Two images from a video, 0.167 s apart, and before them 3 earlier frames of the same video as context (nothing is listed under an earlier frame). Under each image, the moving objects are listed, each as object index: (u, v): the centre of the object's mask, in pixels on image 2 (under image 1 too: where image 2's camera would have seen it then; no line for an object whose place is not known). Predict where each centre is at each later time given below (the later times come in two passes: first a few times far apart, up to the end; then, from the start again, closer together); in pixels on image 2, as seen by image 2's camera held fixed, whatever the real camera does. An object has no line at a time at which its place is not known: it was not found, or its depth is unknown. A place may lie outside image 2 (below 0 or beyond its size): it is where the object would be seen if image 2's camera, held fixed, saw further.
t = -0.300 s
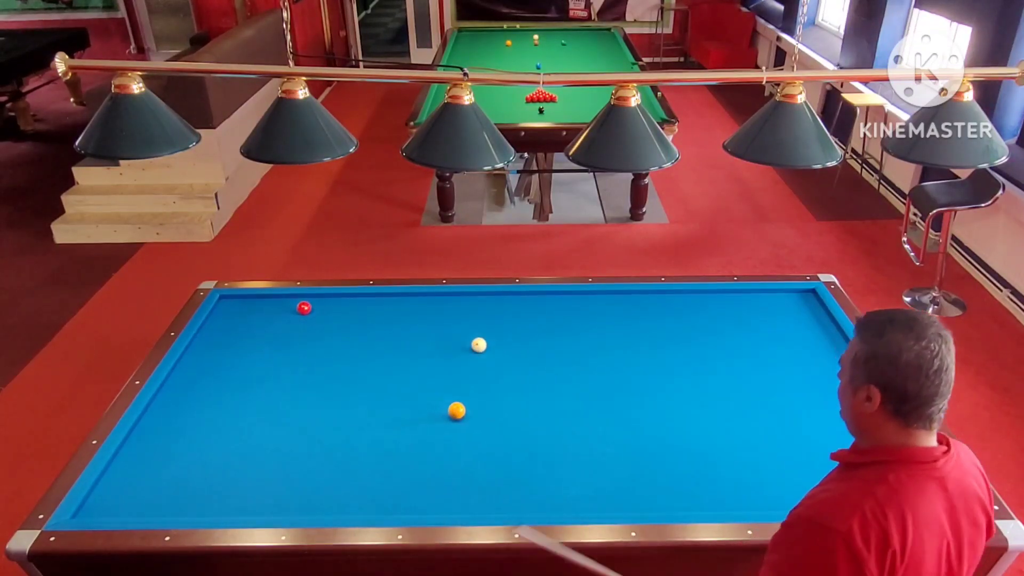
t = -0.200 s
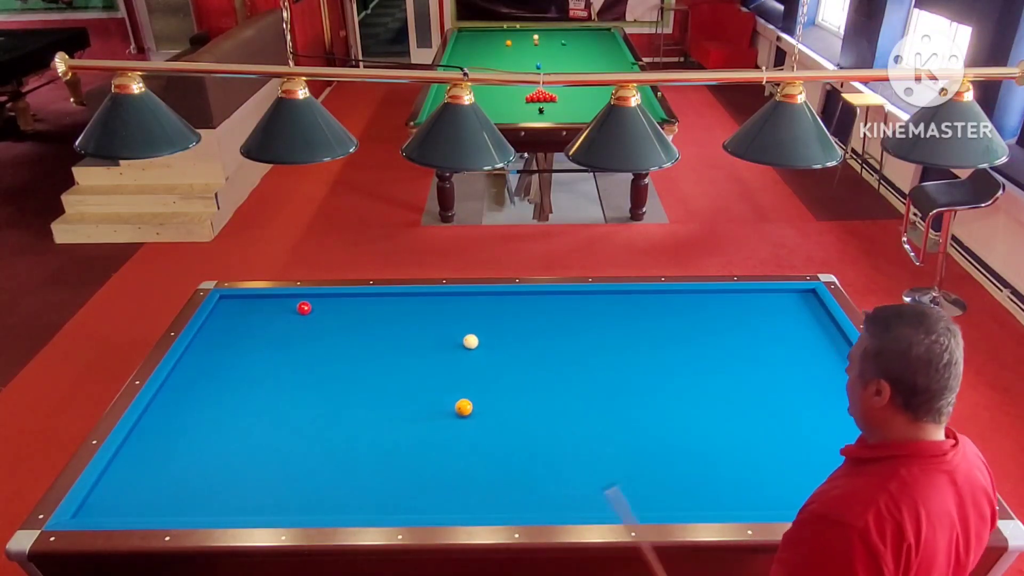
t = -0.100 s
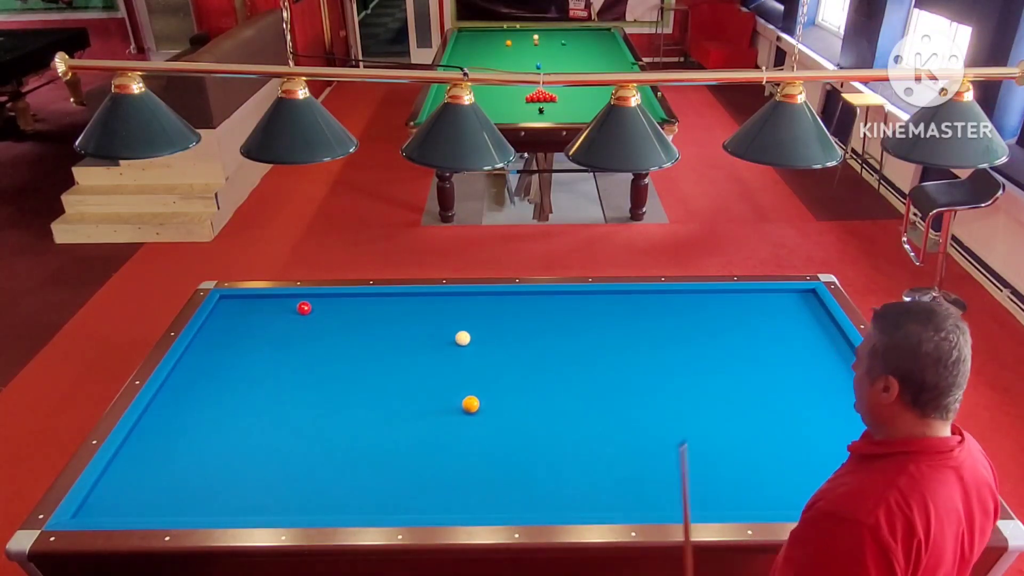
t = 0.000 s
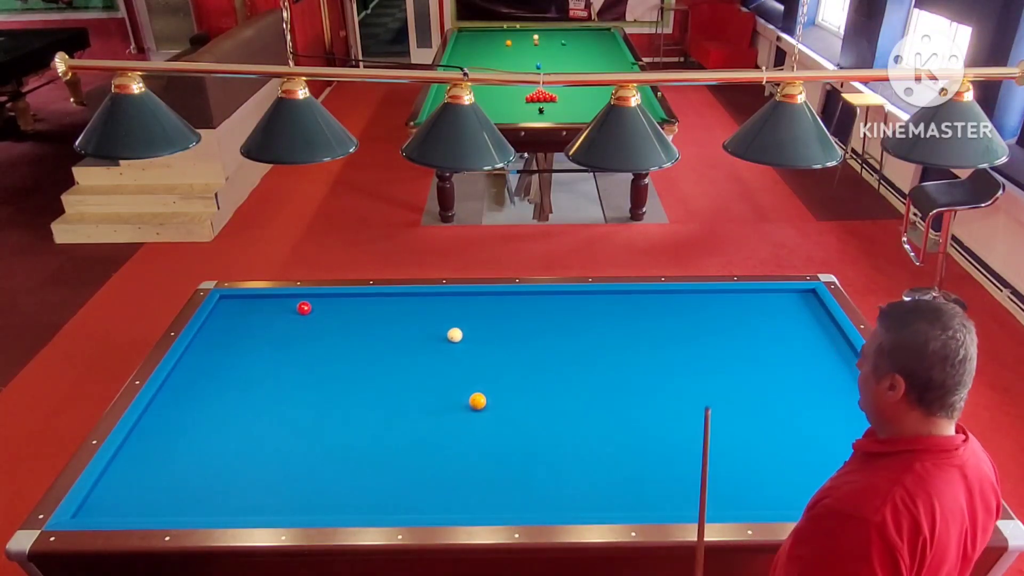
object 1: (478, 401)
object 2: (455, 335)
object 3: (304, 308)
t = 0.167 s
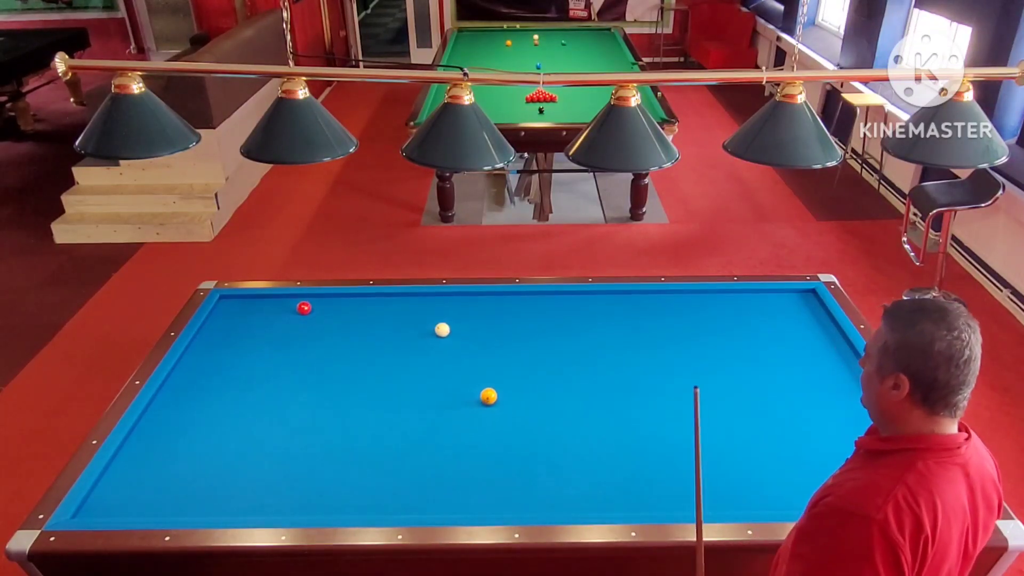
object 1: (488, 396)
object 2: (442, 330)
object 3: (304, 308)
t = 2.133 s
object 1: (590, 352)
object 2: (327, 306)
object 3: (304, 308)
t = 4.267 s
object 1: (651, 325)
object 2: (295, 326)
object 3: (276, 306)
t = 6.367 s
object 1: (675, 315)
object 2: (290, 330)
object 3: (272, 305)
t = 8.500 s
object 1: (676, 315)
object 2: (290, 330)
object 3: (272, 305)
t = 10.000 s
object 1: (676, 315)
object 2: (290, 330)
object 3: (272, 305)
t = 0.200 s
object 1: (491, 396)
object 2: (440, 329)
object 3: (304, 308)
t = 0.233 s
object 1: (493, 395)
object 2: (437, 328)
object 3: (304, 308)
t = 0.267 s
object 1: (495, 394)
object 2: (435, 327)
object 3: (304, 308)
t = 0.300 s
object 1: (497, 393)
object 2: (432, 326)
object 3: (304, 308)
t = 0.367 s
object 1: (501, 391)
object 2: (428, 324)
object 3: (304, 308)
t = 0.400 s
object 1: (503, 390)
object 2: (425, 323)
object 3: (304, 308)
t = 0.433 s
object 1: (505, 389)
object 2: (423, 322)
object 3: (304, 308)
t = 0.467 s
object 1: (507, 388)
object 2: (421, 321)
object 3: (304, 308)
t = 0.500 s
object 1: (509, 387)
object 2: (418, 320)
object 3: (304, 308)
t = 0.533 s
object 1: (511, 386)
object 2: (416, 319)
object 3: (304, 308)
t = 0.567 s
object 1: (513, 385)
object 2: (414, 318)
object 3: (304, 308)
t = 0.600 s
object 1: (515, 385)
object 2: (412, 317)
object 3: (304, 308)
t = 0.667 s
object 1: (519, 383)
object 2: (407, 315)
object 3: (304, 308)
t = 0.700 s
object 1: (521, 382)
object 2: (405, 315)
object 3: (304, 308)
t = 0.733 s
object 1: (523, 381)
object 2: (403, 314)
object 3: (304, 308)
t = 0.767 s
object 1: (525, 380)
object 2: (401, 313)
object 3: (304, 308)
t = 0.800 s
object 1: (526, 379)
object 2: (399, 312)
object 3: (304, 308)
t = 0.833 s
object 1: (528, 379)
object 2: (396, 311)
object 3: (304, 308)
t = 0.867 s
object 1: (530, 378)
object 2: (394, 310)
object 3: (304, 308)
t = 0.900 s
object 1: (532, 377)
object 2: (392, 309)
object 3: (304, 308)
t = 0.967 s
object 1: (536, 376)
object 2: (388, 308)
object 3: (304, 308)
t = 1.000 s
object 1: (538, 375)
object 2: (386, 307)
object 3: (304, 308)
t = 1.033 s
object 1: (539, 374)
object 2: (384, 306)
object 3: (304, 308)
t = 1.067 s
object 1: (541, 373)
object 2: (382, 305)
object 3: (304, 308)
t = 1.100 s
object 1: (543, 372)
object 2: (380, 304)
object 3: (304, 308)
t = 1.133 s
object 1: (544, 372)
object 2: (378, 304)
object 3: (304, 308)
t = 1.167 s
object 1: (546, 371)
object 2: (376, 303)
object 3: (304, 308)
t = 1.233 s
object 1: (550, 369)
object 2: (372, 301)
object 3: (304, 308)
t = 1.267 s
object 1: (551, 368)
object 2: (370, 300)
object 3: (304, 308)
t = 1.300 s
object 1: (553, 368)
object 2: (368, 300)
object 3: (304, 308)
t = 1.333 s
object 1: (555, 367)
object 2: (367, 299)
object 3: (304, 308)
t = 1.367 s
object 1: (556, 366)
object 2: (365, 298)
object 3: (304, 308)
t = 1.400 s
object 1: (558, 366)
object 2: (363, 297)
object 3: (304, 308)
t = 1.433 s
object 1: (559, 365)
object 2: (361, 297)
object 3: (304, 308)
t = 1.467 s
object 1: (561, 364)
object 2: (359, 297)
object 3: (304, 308)
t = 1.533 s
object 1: (564, 363)
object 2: (356, 298)
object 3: (304, 308)
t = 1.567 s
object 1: (565, 362)
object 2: (354, 299)
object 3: (304, 308)
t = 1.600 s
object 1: (567, 362)
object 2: (353, 299)
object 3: (304, 308)
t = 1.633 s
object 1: (569, 361)
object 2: (351, 299)
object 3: (304, 308)
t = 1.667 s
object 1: (570, 360)
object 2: (349, 300)
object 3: (304, 308)
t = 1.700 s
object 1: (571, 360)
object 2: (347, 300)
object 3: (304, 308)
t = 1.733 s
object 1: (573, 359)
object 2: (346, 301)
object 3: (304, 308)
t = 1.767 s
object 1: (574, 358)
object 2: (344, 301)
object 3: (304, 308)
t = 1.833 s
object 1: (577, 357)
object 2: (341, 302)
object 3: (304, 308)
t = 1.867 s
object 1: (579, 357)
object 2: (339, 302)
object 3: (304, 308)
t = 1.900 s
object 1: (580, 356)
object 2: (338, 303)
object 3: (304, 308)
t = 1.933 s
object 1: (582, 355)
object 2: (336, 303)
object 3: (304, 308)
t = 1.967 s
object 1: (583, 355)
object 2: (335, 304)
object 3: (304, 308)
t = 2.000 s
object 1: (584, 354)
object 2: (333, 304)
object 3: (304, 308)
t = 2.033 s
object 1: (586, 353)
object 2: (331, 305)
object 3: (304, 308)
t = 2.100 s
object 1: (588, 352)
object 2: (328, 306)
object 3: (304, 308)
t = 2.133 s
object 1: (590, 352)
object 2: (327, 306)
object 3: (304, 308)
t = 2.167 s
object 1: (591, 351)
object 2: (325, 306)
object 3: (304, 308)
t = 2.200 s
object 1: (592, 351)
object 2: (324, 307)
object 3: (304, 308)
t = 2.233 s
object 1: (594, 350)
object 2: (322, 307)
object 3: (304, 308)
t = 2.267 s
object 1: (595, 350)
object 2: (320, 307)
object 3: (304, 308)
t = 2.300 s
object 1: (596, 349)
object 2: (319, 308)
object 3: (304, 308)
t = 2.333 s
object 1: (597, 348)
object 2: (317, 308)
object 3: (303, 308)
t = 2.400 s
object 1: (600, 347)
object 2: (316, 309)
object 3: (302, 308)
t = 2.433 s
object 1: (601, 347)
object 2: (315, 310)
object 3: (301, 308)
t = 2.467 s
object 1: (602, 346)
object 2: (315, 310)
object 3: (301, 308)
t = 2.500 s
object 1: (604, 346)
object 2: (315, 310)
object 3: (300, 308)
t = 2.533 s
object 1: (605, 345)
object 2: (314, 311)
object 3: (299, 308)
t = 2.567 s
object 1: (606, 345)
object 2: (313, 311)
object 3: (299, 308)
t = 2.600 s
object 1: (607, 344)
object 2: (313, 312)
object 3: (298, 308)
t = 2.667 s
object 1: (609, 343)
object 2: (312, 312)
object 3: (297, 307)
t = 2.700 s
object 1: (610, 343)
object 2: (312, 313)
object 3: (296, 308)
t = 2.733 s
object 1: (611, 342)
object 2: (311, 313)
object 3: (296, 308)
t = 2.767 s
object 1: (613, 342)
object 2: (311, 313)
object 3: (295, 308)
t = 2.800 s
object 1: (614, 341)
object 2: (310, 314)
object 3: (294, 307)
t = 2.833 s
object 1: (615, 341)
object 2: (310, 314)
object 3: (294, 307)
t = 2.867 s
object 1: (616, 340)
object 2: (309, 315)
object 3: (293, 307)
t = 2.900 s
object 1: (617, 340)
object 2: (309, 315)
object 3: (293, 307)
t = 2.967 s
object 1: (619, 339)
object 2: (308, 316)
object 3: (291, 307)
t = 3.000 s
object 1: (620, 339)
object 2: (308, 316)
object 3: (291, 307)
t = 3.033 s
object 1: (621, 338)
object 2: (307, 316)
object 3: (290, 307)
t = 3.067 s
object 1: (622, 338)
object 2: (307, 317)
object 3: (290, 307)
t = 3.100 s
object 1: (623, 337)
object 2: (307, 317)
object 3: (289, 307)
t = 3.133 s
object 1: (624, 337)
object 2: (306, 317)
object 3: (289, 307)
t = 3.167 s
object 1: (625, 336)
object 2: (306, 318)
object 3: (288, 307)
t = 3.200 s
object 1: (626, 336)
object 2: (305, 318)
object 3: (288, 307)
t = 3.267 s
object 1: (628, 335)
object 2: (304, 319)
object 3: (287, 307)
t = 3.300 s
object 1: (629, 335)
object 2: (304, 319)
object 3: (286, 307)
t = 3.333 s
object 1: (630, 334)
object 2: (304, 319)
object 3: (286, 307)
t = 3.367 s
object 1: (630, 334)
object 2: (303, 320)
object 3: (285, 307)
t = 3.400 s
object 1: (631, 334)
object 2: (303, 320)
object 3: (285, 307)
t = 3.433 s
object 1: (632, 333)
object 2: (303, 320)
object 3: (284, 307)
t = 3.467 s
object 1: (633, 333)
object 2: (302, 321)
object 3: (284, 307)
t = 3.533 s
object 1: (635, 332)
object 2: (301, 321)
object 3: (283, 307)
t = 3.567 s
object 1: (635, 332)
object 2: (301, 321)
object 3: (283, 307)
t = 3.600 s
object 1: (636, 331)
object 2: (301, 322)
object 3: (282, 307)
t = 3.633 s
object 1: (637, 331)
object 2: (300, 322)
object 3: (282, 307)
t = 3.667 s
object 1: (638, 331)
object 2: (300, 322)
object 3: (281, 306)
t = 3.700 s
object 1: (639, 330)
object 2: (300, 322)
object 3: (281, 306)
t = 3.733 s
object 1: (640, 330)
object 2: (299, 323)
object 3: (281, 306)
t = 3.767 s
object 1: (640, 329)
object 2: (299, 323)
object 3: (280, 306)
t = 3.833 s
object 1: (642, 329)
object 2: (298, 324)
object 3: (280, 306)
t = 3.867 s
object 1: (643, 328)
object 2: (298, 324)
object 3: (279, 306)
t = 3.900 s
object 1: (643, 328)
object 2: (298, 324)
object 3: (279, 306)
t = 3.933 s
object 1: (644, 328)
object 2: (297, 324)
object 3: (279, 306)
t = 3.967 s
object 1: (644, 327)
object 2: (297, 324)
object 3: (278, 306)
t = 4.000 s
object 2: (297, 325)
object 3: (278, 306)
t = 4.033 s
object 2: (297, 325)
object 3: (278, 306)
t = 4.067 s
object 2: (296, 325)
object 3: (277, 306)
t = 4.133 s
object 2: (296, 325)
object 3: (277, 306)
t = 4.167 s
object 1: (650, 325)
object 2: (296, 326)
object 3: (276, 306)
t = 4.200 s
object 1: (650, 325)
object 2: (295, 326)
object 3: (276, 306)
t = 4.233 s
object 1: (651, 325)
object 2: (295, 326)
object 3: (276, 306)
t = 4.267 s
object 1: (651, 325)
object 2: (295, 326)
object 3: (276, 306)
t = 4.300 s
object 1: (652, 325)
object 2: (295, 326)
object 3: (275, 306)
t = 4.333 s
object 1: (652, 324)
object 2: (294, 327)
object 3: (275, 306)
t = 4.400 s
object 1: (653, 324)
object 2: (294, 327)
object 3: (275, 306)
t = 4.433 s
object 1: (654, 323)
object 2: (294, 327)
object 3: (274, 306)
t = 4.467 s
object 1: (655, 323)
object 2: (294, 327)
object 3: (274, 306)
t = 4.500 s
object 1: (655, 323)
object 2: (293, 327)
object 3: (274, 306)
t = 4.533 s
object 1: (656, 323)
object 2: (293, 328)
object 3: (274, 306)
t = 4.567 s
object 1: (657, 322)
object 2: (293, 328)
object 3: (274, 306)
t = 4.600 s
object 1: (657, 322)
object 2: (293, 328)
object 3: (273, 306)
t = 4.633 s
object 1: (658, 322)
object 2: (293, 328)
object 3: (273, 306)
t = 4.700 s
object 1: (659, 322)
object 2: (292, 328)
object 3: (273, 306)
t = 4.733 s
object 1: (659, 321)
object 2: (292, 328)
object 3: (273, 306)
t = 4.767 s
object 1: (660, 321)
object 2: (287, 329)
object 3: (273, 305)
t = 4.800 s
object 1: (660, 321)
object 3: (271, 305)
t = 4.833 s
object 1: (661, 321)
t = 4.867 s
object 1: (661, 321)
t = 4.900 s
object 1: (662, 320)
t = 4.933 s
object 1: (662, 320)
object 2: (293, 328)
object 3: (275, 303)
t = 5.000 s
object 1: (663, 320)
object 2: (291, 329)
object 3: (272, 305)
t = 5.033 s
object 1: (664, 319)
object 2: (291, 329)
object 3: (272, 305)
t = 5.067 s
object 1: (664, 319)
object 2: (291, 329)
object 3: (272, 305)
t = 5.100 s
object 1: (665, 319)
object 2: (291, 329)
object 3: (272, 305)
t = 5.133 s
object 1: (665, 319)
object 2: (291, 329)
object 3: (272, 305)
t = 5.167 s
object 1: (665, 319)
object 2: (290, 329)
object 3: (272, 305)
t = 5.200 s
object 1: (666, 319)
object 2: (290, 329)
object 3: (272, 305)
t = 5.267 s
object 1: (666, 318)
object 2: (290, 330)
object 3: (272, 305)
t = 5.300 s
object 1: (667, 318)
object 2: (290, 330)
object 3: (272, 305)
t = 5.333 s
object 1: (667, 318)
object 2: (290, 330)
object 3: (272, 305)
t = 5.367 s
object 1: (668, 318)
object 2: (290, 330)
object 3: (272, 305)
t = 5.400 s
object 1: (668, 318)
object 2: (290, 330)
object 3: (272, 305)
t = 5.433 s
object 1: (669, 317)
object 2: (290, 330)
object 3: (272, 305)
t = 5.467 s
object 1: (669, 317)
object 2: (290, 330)
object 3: (272, 305)
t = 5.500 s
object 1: (669, 317)
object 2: (290, 330)
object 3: (272, 305)
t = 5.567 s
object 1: (670, 317)
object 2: (290, 330)
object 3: (272, 305)
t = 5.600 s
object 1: (670, 317)
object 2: (290, 330)
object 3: (272, 305)
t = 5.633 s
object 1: (670, 317)
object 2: (289, 330)
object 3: (272, 305)
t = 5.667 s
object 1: (671, 317)
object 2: (289, 330)
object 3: (272, 305)
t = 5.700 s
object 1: (671, 317)
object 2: (289, 330)
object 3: (272, 305)
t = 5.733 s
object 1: (671, 317)
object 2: (290, 330)
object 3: (272, 305)
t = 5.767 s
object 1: (672, 316)
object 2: (290, 330)
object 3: (272, 305)
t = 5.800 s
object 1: (672, 316)
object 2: (290, 330)
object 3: (272, 305)
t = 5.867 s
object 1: (672, 316)
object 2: (290, 330)
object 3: (272, 305)
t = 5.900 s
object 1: (673, 316)
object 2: (290, 330)
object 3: (272, 305)
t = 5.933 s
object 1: (673, 316)
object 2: (290, 330)
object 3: (272, 305)
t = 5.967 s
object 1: (673, 316)
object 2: (290, 330)
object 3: (272, 305)
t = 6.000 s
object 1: (673, 316)
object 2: (290, 330)
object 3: (272, 305)
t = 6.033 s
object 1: (674, 316)
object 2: (290, 330)
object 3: (272, 305)
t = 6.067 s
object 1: (674, 316)
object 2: (290, 330)
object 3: (272, 305)
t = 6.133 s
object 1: (674, 316)
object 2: (290, 330)
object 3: (272, 305)
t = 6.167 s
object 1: (674, 315)
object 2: (290, 330)
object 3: (272, 305)
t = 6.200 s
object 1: (674, 315)
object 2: (290, 330)
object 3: (272, 305)
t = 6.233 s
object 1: (674, 315)
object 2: (290, 330)
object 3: (272, 305)
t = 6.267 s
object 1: (675, 315)
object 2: (290, 330)
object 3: (272, 305)
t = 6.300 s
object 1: (675, 315)
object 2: (290, 330)
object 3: (272, 305)
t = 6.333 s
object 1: (675, 315)
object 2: (290, 330)
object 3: (272, 305)
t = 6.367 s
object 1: (675, 315)
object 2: (290, 330)
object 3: (272, 305)
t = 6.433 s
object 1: (675, 315)
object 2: (290, 330)
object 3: (272, 305)
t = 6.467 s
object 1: (675, 315)
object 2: (290, 330)
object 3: (272, 305)
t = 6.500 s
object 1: (676, 315)
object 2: (290, 330)
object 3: (272, 305)
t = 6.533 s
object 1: (676, 315)
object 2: (290, 330)
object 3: (272, 305)
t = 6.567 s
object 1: (676, 315)
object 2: (290, 330)
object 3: (272, 305)
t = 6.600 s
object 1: (676, 315)
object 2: (290, 330)
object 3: (272, 305)
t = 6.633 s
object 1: (676, 315)
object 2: (290, 330)
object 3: (272, 305)
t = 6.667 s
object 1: (676, 315)
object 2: (290, 330)
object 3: (272, 305)
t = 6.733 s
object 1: (676, 315)
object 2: (290, 330)
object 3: (272, 305)
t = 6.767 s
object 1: (676, 315)
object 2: (290, 330)
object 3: (272, 305)
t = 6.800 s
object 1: (676, 315)
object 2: (290, 330)
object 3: (272, 305)
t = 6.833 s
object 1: (676, 315)
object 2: (290, 330)
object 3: (272, 305)
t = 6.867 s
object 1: (676, 315)
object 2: (290, 330)
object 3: (272, 305)
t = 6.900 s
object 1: (676, 315)
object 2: (290, 330)
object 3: (272, 305)
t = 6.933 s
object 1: (676, 315)
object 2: (290, 330)
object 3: (272, 305)
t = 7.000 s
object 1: (676, 315)
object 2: (290, 330)
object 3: (272, 305)
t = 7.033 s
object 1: (676, 315)
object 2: (290, 330)
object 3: (272, 305)
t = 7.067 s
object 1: (676, 315)
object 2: (290, 330)
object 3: (272, 305)
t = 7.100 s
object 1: (676, 315)
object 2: (290, 330)
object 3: (272, 305)
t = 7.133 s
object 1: (676, 315)
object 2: (290, 330)
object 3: (272, 305)
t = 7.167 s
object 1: (676, 315)
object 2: (290, 330)
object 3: (272, 305)
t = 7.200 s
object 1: (676, 315)
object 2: (290, 330)
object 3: (272, 305)
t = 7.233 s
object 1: (676, 315)
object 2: (290, 330)
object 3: (272, 305)
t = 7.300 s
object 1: (676, 315)
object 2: (290, 330)
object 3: (272, 305)
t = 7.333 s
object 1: (676, 315)
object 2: (290, 330)
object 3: (272, 305)
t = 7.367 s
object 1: (676, 315)
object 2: (290, 330)
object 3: (272, 305)
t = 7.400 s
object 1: (676, 315)
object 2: (290, 330)
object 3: (272, 305)
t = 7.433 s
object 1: (676, 315)
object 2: (290, 330)
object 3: (272, 305)
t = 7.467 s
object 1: (676, 315)
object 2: (290, 330)
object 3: (272, 305)
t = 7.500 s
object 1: (676, 315)
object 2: (290, 330)
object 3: (272, 305)
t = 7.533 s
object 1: (676, 315)
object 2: (290, 330)
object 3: (272, 305)
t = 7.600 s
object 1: (676, 315)
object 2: (290, 330)
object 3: (272, 305)
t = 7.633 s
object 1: (676, 315)
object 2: (290, 330)
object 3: (272, 305)
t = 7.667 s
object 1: (676, 315)
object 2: (290, 330)
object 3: (272, 305)
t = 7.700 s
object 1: (676, 315)
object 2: (290, 330)
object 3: (272, 305)
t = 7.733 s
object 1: (676, 315)
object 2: (290, 330)
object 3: (272, 305)
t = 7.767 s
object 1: (676, 315)
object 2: (290, 330)
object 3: (272, 305)
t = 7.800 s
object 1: (676, 315)
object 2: (290, 330)
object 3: (272, 305)
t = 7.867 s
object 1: (676, 315)
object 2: (290, 330)
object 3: (272, 305)
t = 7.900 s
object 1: (676, 315)
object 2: (290, 330)
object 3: (272, 305)
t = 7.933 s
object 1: (676, 315)
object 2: (290, 330)
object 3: (272, 305)
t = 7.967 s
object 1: (676, 315)
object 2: (290, 330)
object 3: (272, 305)
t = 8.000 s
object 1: (676, 315)
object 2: (290, 330)
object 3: (272, 305)
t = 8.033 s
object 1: (676, 315)
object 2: (290, 330)
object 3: (272, 305)
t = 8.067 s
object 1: (676, 315)
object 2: (290, 330)
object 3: (272, 305)
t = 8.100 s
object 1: (676, 315)
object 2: (290, 330)
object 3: (272, 305)
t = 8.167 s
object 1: (676, 315)
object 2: (290, 330)
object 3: (272, 305)
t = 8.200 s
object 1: (676, 315)
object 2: (290, 330)
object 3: (272, 305)
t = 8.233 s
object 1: (676, 315)
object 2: (290, 330)
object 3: (272, 305)
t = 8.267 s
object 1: (676, 315)
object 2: (290, 330)
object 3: (272, 305)
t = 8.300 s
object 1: (676, 315)
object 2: (290, 330)
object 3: (272, 305)
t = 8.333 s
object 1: (676, 315)
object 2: (290, 330)
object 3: (272, 305)
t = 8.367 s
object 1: (676, 315)
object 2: (290, 330)
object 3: (272, 305)
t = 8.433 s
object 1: (676, 315)
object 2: (290, 330)
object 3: (272, 305)
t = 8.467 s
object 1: (676, 315)
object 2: (290, 330)
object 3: (272, 305)
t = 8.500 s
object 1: (676, 315)
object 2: (290, 330)
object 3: (272, 305)
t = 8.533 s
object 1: (676, 315)
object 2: (290, 330)
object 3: (272, 305)
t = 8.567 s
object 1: (676, 315)
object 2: (290, 330)
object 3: (272, 305)
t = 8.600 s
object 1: (676, 315)
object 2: (290, 330)
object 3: (272, 305)
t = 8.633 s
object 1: (676, 315)
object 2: (290, 330)
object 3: (272, 305)
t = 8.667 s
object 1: (676, 315)
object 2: (290, 330)
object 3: (272, 305)
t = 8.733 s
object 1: (676, 315)
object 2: (290, 330)
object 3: (272, 305)
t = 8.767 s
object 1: (676, 315)
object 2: (290, 330)
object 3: (272, 305)
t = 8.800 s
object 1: (676, 315)
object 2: (290, 330)
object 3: (272, 305)
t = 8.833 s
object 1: (676, 315)
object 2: (290, 330)
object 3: (272, 305)
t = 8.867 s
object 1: (676, 315)
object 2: (290, 330)
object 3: (272, 305)
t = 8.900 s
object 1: (676, 315)
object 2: (290, 330)
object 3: (272, 305)
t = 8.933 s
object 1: (676, 315)
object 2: (290, 330)
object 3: (272, 305)
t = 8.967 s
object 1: (676, 315)
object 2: (290, 330)
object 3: (272, 305)
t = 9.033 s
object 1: (676, 315)
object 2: (290, 330)
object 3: (272, 305)
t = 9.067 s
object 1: (676, 315)
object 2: (290, 330)
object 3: (272, 305)
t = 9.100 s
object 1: (676, 315)
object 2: (290, 330)
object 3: (272, 305)
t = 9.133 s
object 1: (676, 315)
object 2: (290, 330)
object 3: (272, 305)
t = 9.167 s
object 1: (676, 315)
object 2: (290, 330)
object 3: (272, 305)
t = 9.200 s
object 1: (676, 315)
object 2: (290, 330)
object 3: (272, 305)
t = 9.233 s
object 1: (676, 315)
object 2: (290, 330)
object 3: (272, 305)
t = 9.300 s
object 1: (676, 315)
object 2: (290, 330)
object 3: (272, 305)
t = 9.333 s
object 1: (676, 315)
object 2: (290, 330)
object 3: (272, 305)
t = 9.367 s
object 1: (676, 315)
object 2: (290, 330)
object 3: (272, 305)
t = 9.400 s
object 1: (676, 315)
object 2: (290, 330)
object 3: (272, 305)
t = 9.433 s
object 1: (676, 315)
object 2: (290, 330)
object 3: (272, 305)
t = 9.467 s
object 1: (676, 315)
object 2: (290, 330)
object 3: (272, 305)
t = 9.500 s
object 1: (676, 315)
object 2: (290, 330)
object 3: (272, 305)
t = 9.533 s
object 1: (676, 315)
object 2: (290, 330)
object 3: (272, 305)
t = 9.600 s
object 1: (676, 315)
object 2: (290, 330)
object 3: (272, 305)
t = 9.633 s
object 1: (676, 315)
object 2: (290, 330)
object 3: (272, 305)
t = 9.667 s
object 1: (676, 315)
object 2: (290, 330)
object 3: (272, 305)
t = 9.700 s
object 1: (676, 315)
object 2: (290, 330)
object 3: (272, 305)
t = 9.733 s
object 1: (676, 315)
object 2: (290, 330)
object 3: (272, 305)
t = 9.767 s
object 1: (676, 315)
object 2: (290, 330)
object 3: (272, 305)
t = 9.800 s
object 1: (676, 315)
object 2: (290, 330)
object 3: (272, 305)
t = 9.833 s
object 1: (676, 315)
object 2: (290, 330)
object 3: (272, 305)
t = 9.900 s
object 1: (676, 315)
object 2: (290, 330)
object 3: (272, 305)
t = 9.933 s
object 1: (676, 315)
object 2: (290, 330)
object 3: (272, 305)
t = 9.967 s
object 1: (676, 315)
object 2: (290, 330)
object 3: (272, 305)
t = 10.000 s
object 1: (676, 315)
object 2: (290, 330)
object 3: (272, 305)
